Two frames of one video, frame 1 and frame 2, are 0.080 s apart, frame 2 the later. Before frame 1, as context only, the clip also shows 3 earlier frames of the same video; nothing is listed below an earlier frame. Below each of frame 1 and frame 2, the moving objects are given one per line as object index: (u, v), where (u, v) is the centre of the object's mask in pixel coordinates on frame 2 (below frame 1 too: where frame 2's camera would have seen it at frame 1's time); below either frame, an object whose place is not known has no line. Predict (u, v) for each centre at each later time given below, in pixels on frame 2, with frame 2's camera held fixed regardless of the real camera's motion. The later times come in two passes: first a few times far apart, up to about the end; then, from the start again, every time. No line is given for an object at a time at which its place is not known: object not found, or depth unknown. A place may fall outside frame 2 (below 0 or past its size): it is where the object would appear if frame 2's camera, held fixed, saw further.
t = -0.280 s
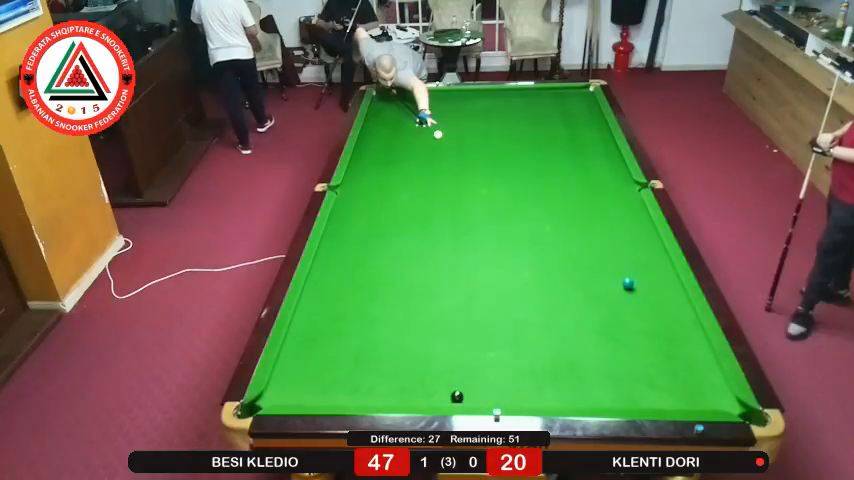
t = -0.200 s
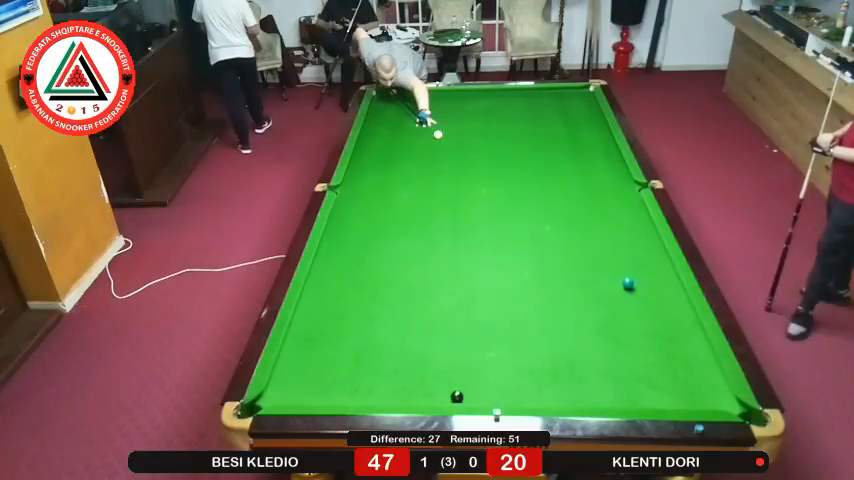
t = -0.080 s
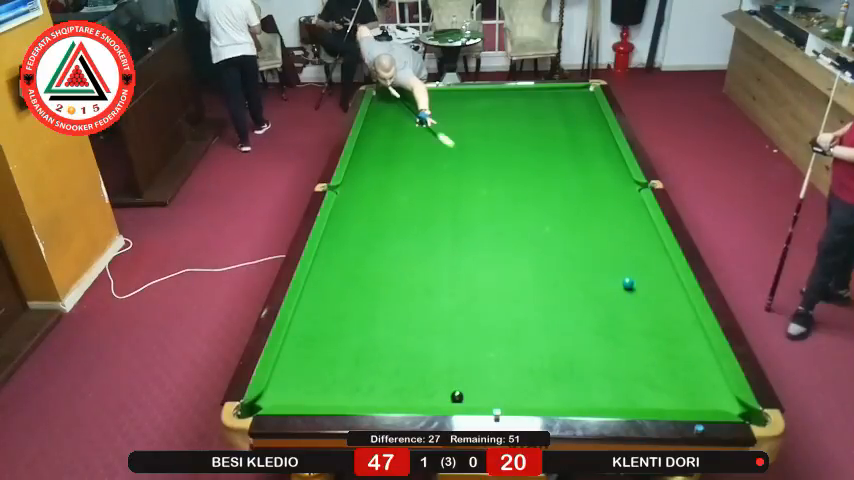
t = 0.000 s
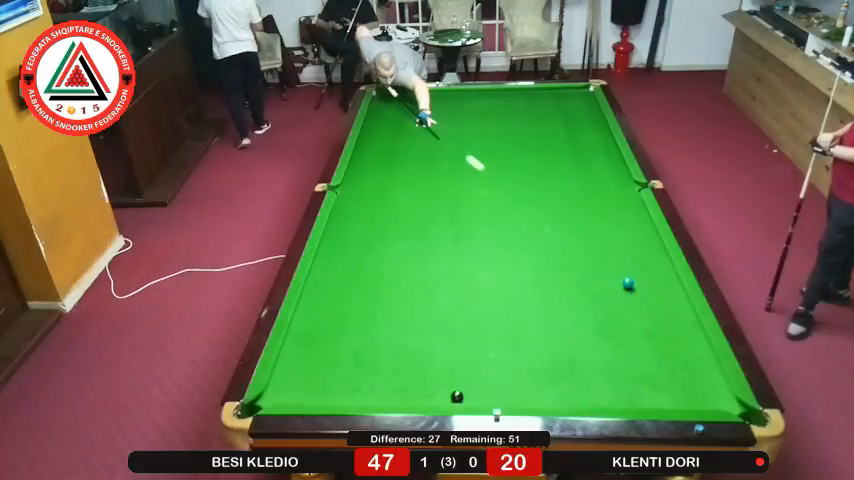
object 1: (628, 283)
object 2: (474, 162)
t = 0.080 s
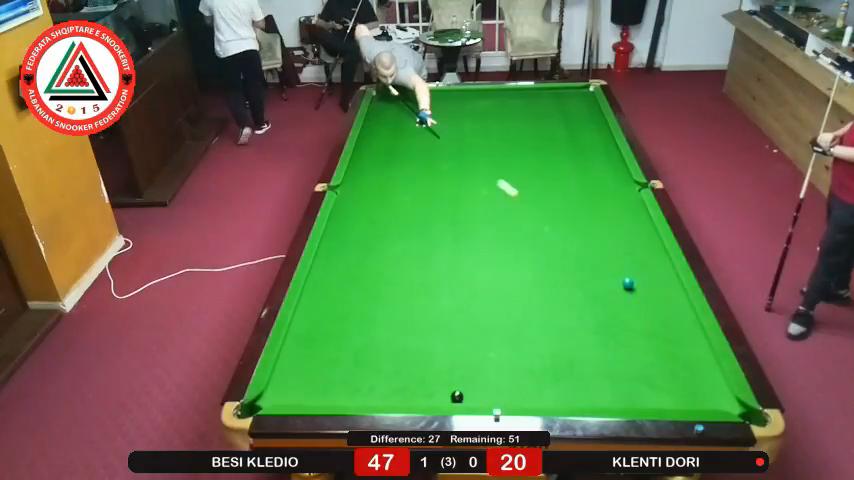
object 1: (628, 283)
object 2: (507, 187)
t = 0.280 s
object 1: (628, 284)
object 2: (607, 265)
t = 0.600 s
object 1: (676, 376)
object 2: (631, 265)
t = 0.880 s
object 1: (583, 283)
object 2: (631, 251)
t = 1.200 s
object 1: (519, 218)
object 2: (630, 237)
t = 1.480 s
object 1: (477, 177)
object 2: (630, 226)
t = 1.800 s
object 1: (440, 140)
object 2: (630, 215)
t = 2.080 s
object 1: (414, 114)
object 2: (630, 207)
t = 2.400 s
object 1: (396, 95)
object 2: (630, 199)
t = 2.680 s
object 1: (402, 99)
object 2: (630, 193)
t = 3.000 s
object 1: (407, 100)
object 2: (631, 187)
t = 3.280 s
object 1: (409, 101)
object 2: (631, 182)
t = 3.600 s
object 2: (627, 180)
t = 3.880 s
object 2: (624, 179)
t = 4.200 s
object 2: (621, 178)
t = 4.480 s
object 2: (620, 178)
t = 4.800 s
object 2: (620, 177)
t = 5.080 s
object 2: (620, 177)
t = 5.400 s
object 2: (620, 178)
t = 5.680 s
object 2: (620, 178)
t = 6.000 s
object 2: (620, 178)
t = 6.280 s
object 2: (620, 178)
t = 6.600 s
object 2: (620, 178)
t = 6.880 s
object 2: (620, 178)
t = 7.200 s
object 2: (620, 178)
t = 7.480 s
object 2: (620, 178)
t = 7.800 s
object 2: (620, 178)
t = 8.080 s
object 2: (620, 178)
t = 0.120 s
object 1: (628, 283)
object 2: (524, 201)
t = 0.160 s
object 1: (628, 283)
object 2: (543, 216)
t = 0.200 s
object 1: (628, 284)
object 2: (563, 231)
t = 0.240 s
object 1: (628, 284)
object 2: (585, 248)
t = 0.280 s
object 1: (628, 284)
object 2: (607, 265)
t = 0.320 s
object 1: (636, 292)
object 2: (623, 276)
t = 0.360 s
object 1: (658, 313)
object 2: (627, 276)
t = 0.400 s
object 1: (682, 335)
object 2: (629, 275)
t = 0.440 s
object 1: (708, 359)
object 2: (631, 274)
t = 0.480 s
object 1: (715, 380)
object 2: (632, 272)
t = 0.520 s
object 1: (711, 399)
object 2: (632, 270)
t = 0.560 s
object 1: (696, 395)
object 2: (632, 268)
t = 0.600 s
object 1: (676, 376)
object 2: (631, 265)
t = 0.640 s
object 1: (659, 359)
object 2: (631, 263)
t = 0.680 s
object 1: (644, 343)
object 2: (631, 261)
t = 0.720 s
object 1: (629, 329)
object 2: (631, 259)
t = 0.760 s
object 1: (616, 316)
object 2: (631, 257)
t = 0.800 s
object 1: (604, 304)
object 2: (631, 255)
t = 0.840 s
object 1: (594, 294)
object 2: (631, 253)
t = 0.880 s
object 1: (583, 283)
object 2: (631, 251)
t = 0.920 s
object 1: (574, 274)
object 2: (630, 249)
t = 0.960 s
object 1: (565, 265)
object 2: (630, 247)
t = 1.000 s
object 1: (556, 256)
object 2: (630, 246)
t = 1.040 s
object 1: (548, 248)
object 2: (630, 244)
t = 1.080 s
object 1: (541, 240)
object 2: (630, 242)
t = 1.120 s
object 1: (533, 233)
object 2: (630, 240)
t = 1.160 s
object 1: (526, 226)
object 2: (630, 238)
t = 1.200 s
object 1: (519, 218)
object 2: (630, 237)
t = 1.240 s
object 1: (513, 213)
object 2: (630, 235)
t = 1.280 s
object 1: (506, 206)
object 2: (630, 233)
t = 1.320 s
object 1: (500, 199)
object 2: (630, 232)
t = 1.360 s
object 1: (494, 194)
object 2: (630, 230)
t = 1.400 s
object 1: (489, 188)
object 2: (630, 229)
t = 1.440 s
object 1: (483, 182)
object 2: (630, 227)
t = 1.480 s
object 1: (477, 177)
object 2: (630, 226)
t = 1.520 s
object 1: (472, 172)
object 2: (629, 224)
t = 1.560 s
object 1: (467, 166)
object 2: (630, 223)
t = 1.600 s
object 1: (462, 162)
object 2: (629, 222)
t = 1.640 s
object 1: (458, 157)
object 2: (630, 220)
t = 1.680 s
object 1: (453, 152)
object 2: (630, 219)
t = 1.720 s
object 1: (449, 148)
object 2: (630, 218)
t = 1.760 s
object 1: (444, 144)
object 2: (630, 216)
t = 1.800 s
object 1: (440, 140)
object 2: (630, 215)
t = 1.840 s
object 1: (436, 136)
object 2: (630, 214)
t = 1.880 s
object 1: (432, 131)
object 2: (630, 213)
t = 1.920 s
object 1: (428, 128)
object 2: (630, 211)
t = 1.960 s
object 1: (424, 124)
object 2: (630, 210)
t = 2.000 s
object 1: (421, 120)
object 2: (630, 209)
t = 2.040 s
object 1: (418, 116)
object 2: (630, 208)
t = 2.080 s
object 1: (414, 114)
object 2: (630, 207)
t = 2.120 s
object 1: (411, 110)
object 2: (630, 206)
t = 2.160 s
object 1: (407, 107)
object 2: (630, 205)
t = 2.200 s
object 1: (404, 104)
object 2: (630, 204)
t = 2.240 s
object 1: (401, 100)
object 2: (630, 203)
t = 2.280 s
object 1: (398, 98)
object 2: (630, 202)
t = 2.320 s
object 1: (394, 95)
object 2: (630, 201)
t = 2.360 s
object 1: (395, 94)
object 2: (630, 200)
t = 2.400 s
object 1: (396, 95)
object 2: (630, 199)
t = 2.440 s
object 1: (397, 96)
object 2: (630, 198)
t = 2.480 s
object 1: (399, 97)
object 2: (630, 197)
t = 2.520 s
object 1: (400, 98)
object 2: (630, 196)
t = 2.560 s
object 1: (400, 98)
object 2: (630, 195)
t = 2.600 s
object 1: (401, 98)
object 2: (630, 194)
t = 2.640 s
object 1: (402, 99)
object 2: (630, 193)
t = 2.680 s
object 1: (402, 99)
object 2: (630, 193)
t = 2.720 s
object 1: (403, 99)
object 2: (630, 192)
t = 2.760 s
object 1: (404, 99)
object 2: (630, 191)
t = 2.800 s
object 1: (405, 99)
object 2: (630, 190)
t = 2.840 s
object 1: (405, 100)
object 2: (630, 190)
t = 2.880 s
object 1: (405, 100)
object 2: (630, 189)
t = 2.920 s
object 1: (405, 100)
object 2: (630, 188)
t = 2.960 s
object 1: (407, 100)
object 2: (630, 187)
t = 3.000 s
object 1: (407, 100)
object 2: (631, 187)
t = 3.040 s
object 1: (407, 100)
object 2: (631, 186)
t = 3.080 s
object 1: (407, 100)
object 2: (631, 185)
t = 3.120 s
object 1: (408, 101)
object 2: (630, 185)
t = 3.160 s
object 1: (408, 100)
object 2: (631, 184)
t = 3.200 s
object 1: (409, 101)
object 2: (631, 183)
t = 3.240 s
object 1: (409, 101)
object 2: (631, 183)
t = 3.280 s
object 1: (409, 101)
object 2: (631, 182)
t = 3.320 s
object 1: (410, 101)
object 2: (631, 182)
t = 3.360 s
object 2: (631, 181)
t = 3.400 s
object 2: (630, 181)
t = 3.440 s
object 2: (630, 180)
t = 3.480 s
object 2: (629, 180)
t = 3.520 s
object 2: (628, 180)
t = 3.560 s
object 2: (628, 180)
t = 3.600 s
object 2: (627, 180)
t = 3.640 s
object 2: (627, 180)
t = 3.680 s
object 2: (626, 179)
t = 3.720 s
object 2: (625, 179)
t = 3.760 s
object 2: (625, 179)
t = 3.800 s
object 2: (625, 179)
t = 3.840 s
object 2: (624, 179)
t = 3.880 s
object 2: (624, 179)
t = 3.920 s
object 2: (623, 179)
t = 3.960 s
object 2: (623, 178)
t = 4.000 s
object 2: (622, 178)
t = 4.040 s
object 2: (622, 178)
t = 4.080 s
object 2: (622, 178)
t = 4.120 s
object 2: (621, 178)
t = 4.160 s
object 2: (621, 178)
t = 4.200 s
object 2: (621, 178)
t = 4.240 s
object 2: (621, 178)
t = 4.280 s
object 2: (621, 178)
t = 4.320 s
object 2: (620, 178)
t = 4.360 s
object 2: (620, 178)
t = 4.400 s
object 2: (620, 178)
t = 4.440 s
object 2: (620, 178)
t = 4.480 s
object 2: (620, 178)
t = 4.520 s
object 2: (620, 178)
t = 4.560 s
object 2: (620, 178)
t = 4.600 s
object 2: (620, 178)
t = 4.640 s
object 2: (620, 178)
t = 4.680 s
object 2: (620, 178)
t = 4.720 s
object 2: (620, 177)
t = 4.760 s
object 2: (620, 177)
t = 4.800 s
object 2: (620, 177)
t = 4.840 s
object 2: (620, 177)
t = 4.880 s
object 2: (620, 177)
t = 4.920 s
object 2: (620, 177)
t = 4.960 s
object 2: (620, 177)
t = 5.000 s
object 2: (620, 177)
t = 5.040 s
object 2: (620, 177)
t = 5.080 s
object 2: (620, 177)
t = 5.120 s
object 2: (620, 178)
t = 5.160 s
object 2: (620, 178)
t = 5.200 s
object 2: (620, 178)
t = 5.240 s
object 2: (620, 177)
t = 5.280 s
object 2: (620, 178)
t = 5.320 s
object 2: (620, 178)
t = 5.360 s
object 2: (620, 178)
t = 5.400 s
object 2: (620, 178)
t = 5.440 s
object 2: (620, 178)
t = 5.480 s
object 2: (620, 178)
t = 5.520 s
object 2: (620, 178)
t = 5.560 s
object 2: (620, 178)
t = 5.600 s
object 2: (620, 178)
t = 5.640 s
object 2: (620, 178)
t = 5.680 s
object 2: (620, 178)
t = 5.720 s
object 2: (620, 178)
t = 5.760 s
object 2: (620, 178)
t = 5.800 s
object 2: (620, 178)
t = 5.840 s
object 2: (620, 178)
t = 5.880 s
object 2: (620, 178)
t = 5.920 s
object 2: (620, 178)
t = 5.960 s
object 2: (620, 178)
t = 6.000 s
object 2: (620, 178)
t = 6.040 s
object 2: (620, 178)
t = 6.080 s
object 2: (620, 178)
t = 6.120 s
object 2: (620, 178)
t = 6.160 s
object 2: (620, 178)
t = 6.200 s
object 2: (620, 178)
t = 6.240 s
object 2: (620, 178)
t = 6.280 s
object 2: (620, 178)
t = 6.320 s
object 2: (620, 178)
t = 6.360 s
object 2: (620, 178)
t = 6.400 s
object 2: (620, 178)
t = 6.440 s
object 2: (620, 178)
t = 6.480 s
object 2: (620, 178)
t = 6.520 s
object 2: (620, 178)
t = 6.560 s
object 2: (620, 178)
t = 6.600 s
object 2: (620, 178)
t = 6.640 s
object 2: (620, 178)
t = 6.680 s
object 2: (620, 178)
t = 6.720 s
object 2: (620, 178)
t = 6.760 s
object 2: (620, 178)
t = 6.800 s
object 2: (620, 178)
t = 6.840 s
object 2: (620, 178)
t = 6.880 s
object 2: (620, 178)
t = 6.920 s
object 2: (620, 178)
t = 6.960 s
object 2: (620, 178)
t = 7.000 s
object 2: (620, 178)
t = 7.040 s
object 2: (620, 178)
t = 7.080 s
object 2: (620, 178)
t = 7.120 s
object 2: (620, 178)
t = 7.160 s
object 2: (620, 178)
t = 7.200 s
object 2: (620, 178)
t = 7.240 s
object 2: (620, 178)
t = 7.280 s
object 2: (620, 178)
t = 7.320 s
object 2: (620, 178)
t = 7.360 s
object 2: (620, 178)
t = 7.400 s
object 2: (620, 178)
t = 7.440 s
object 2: (620, 178)
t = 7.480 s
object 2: (620, 178)
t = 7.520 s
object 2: (620, 178)
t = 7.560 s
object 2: (620, 178)
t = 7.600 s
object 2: (620, 178)
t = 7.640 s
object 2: (620, 178)
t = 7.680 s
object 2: (620, 178)
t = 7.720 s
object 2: (620, 178)
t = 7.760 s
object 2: (620, 178)
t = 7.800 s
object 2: (620, 178)
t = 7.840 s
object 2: (620, 178)
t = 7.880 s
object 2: (620, 178)
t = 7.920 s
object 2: (620, 178)
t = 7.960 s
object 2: (620, 178)
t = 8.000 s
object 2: (620, 178)
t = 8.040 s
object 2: (620, 178)
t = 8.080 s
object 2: (620, 178)
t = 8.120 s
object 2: (620, 178)
